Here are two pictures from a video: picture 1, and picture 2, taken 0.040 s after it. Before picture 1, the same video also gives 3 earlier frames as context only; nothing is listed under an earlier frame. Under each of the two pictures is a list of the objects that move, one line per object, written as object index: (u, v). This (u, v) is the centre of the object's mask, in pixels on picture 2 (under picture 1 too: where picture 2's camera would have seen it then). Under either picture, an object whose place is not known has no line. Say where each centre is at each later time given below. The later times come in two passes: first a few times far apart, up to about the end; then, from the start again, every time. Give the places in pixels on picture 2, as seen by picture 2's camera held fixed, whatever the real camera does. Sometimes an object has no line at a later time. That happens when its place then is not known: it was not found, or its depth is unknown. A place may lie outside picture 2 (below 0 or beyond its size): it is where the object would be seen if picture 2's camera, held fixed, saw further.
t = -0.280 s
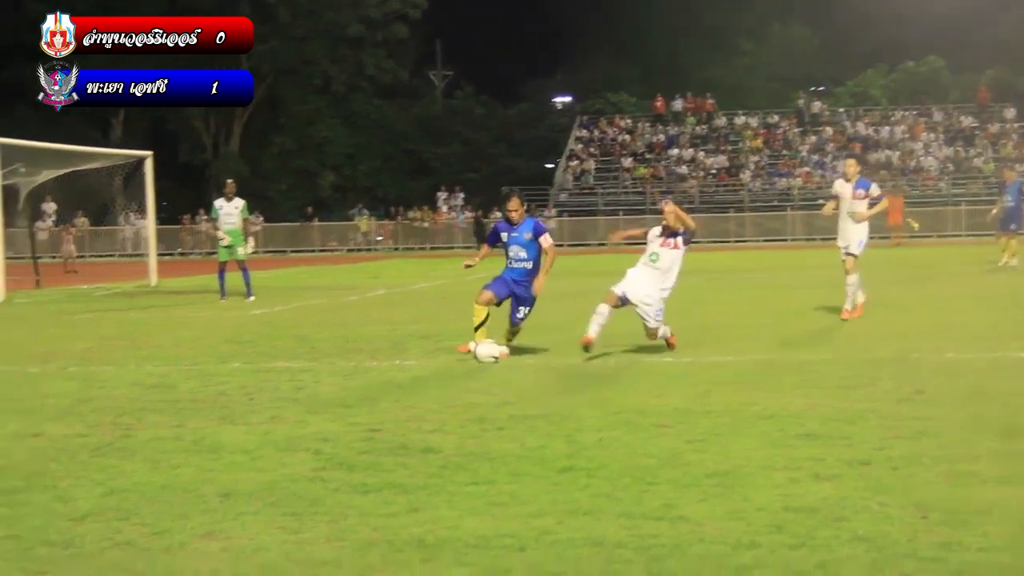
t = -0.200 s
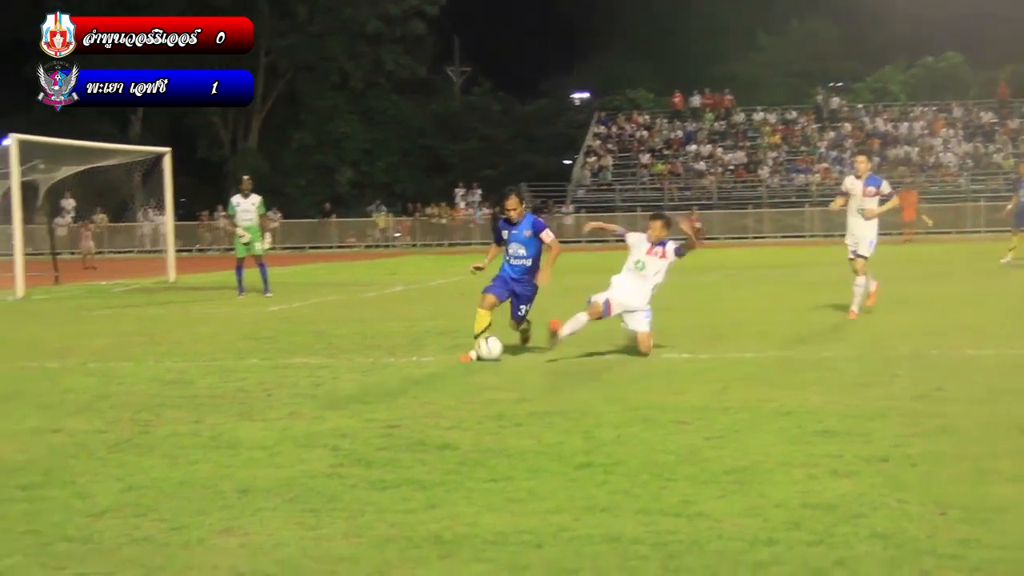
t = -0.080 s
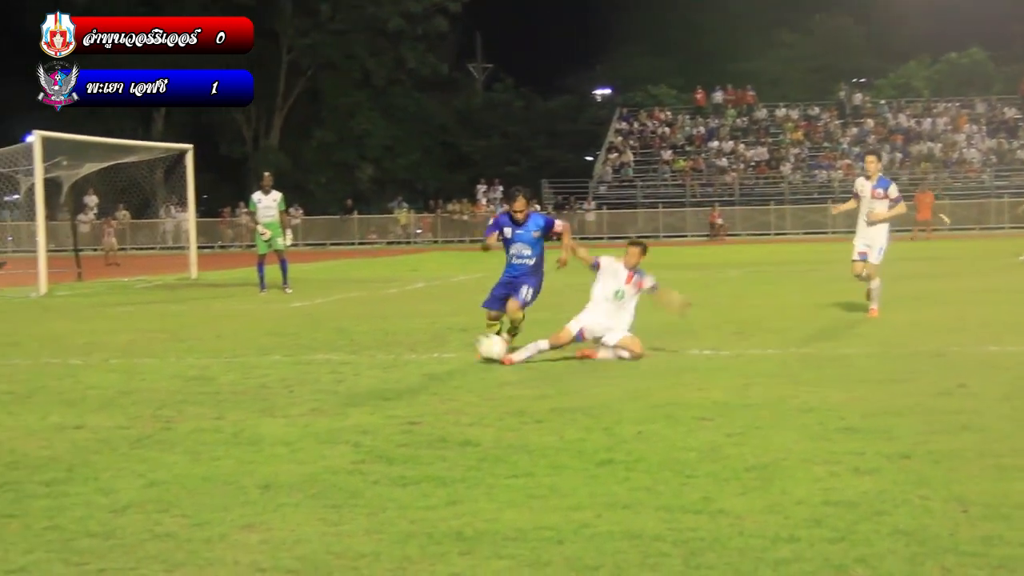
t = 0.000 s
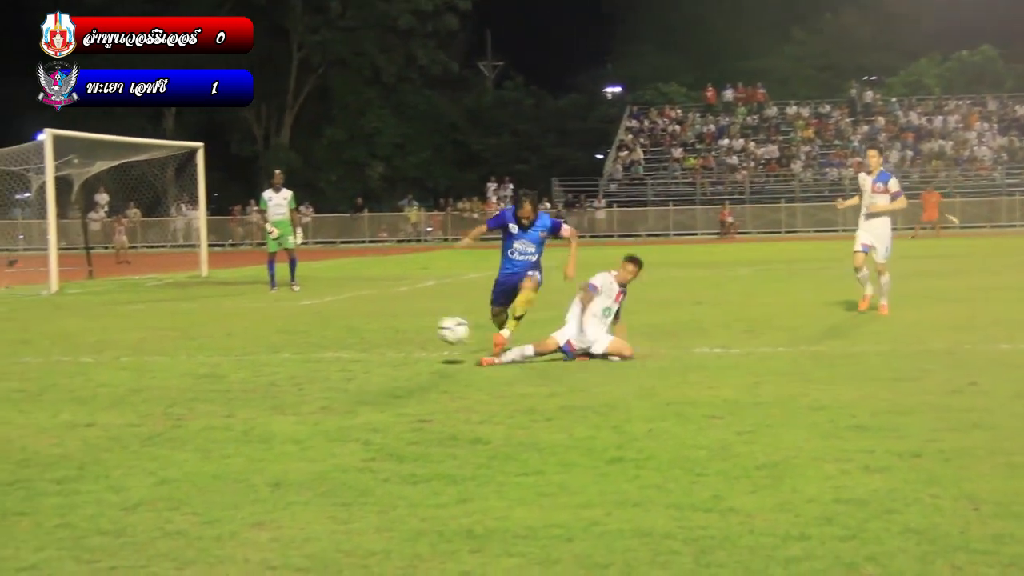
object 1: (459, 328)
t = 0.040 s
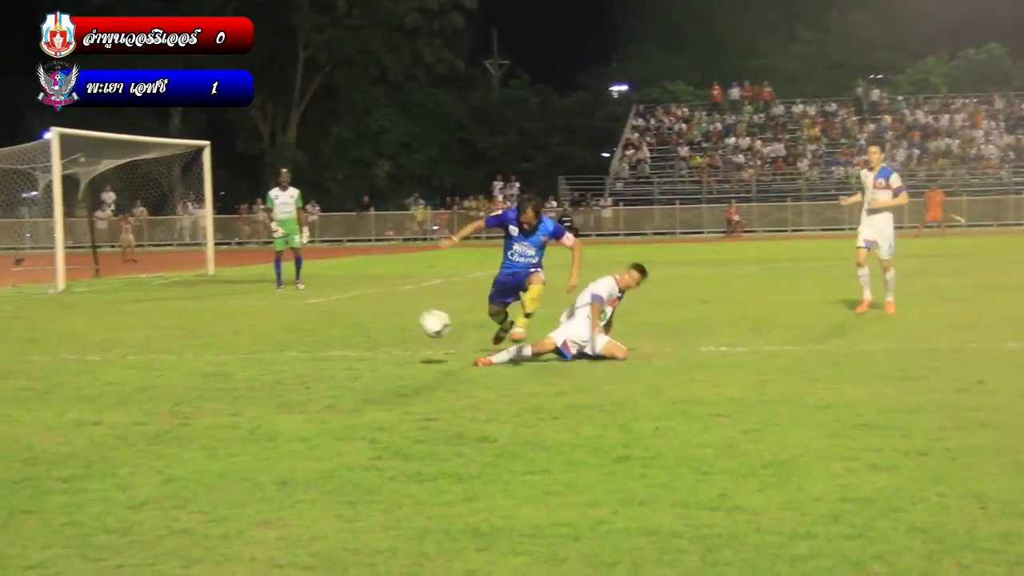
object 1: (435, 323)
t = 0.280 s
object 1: (279, 334)
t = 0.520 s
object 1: (150, 352)
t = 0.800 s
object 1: (56, 361)
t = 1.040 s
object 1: (-48, 400)
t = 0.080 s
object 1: (409, 320)
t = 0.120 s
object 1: (385, 319)
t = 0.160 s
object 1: (358, 320)
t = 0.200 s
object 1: (332, 323)
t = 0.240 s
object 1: (306, 327)
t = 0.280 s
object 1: (279, 334)
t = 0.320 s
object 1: (251, 343)
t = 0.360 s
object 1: (224, 355)
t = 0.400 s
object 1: (197, 369)
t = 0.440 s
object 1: (177, 369)
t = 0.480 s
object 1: (164, 359)
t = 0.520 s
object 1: (150, 352)
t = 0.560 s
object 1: (137, 347)
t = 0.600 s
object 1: (125, 344)
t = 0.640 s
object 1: (111, 343)
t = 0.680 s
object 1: (97, 344)
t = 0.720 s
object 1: (84, 348)
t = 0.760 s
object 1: (71, 353)
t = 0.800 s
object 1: (56, 361)
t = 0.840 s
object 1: (42, 372)
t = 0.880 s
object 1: (29, 387)
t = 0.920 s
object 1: (12, 392)
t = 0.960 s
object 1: (-8, 394)
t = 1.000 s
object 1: (-28, 396)
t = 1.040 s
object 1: (-48, 400)
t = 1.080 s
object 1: (-67, 402)
